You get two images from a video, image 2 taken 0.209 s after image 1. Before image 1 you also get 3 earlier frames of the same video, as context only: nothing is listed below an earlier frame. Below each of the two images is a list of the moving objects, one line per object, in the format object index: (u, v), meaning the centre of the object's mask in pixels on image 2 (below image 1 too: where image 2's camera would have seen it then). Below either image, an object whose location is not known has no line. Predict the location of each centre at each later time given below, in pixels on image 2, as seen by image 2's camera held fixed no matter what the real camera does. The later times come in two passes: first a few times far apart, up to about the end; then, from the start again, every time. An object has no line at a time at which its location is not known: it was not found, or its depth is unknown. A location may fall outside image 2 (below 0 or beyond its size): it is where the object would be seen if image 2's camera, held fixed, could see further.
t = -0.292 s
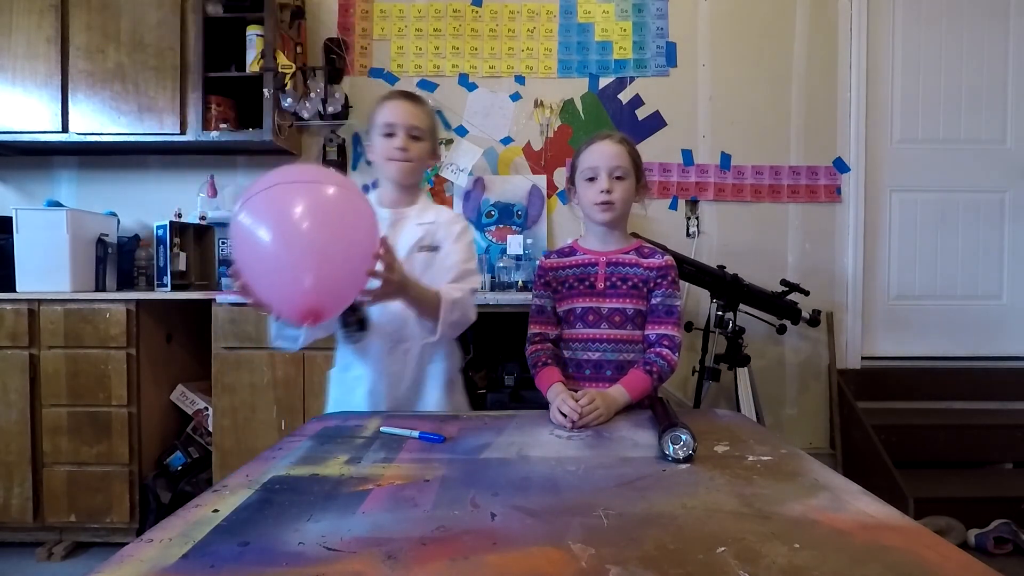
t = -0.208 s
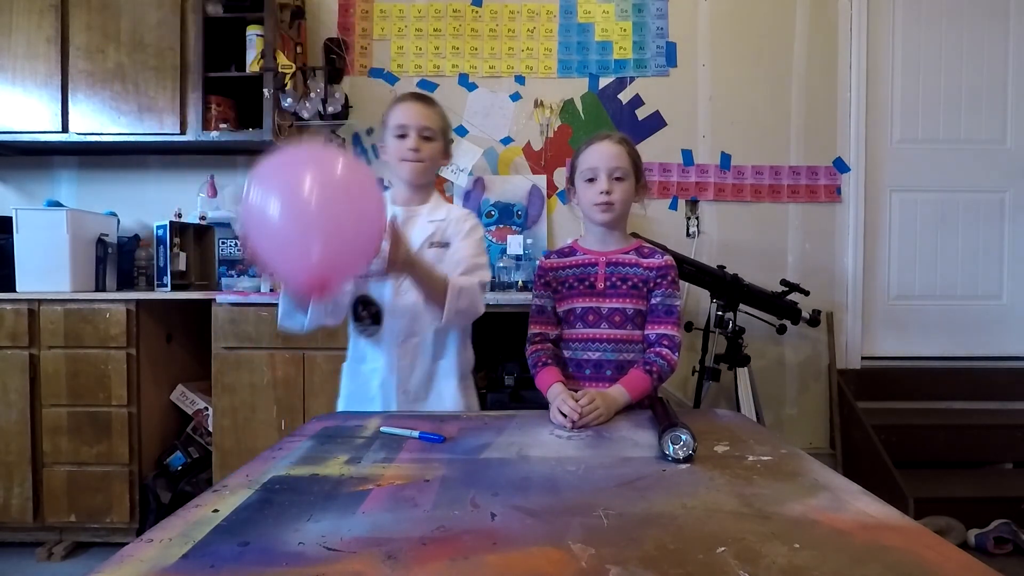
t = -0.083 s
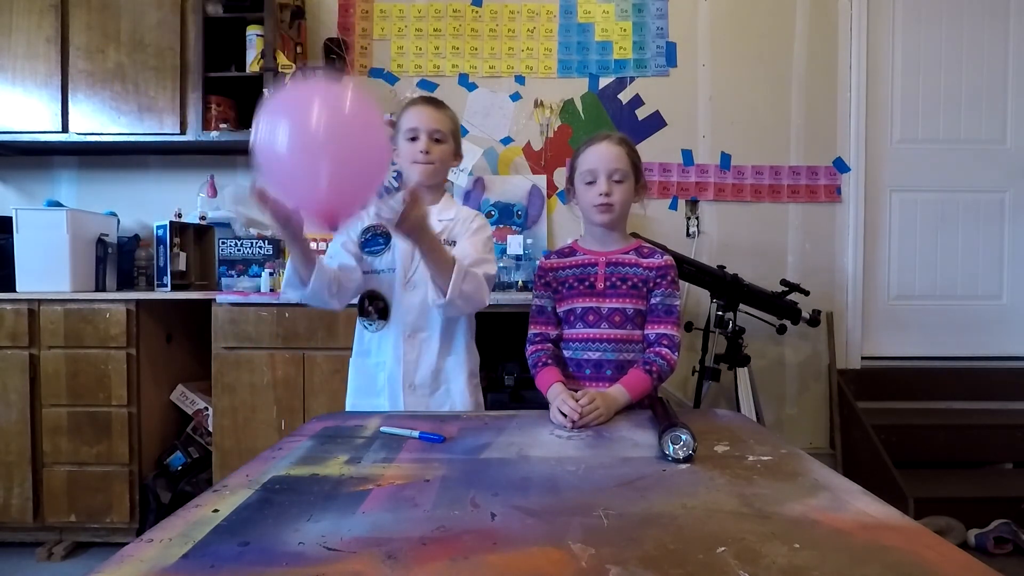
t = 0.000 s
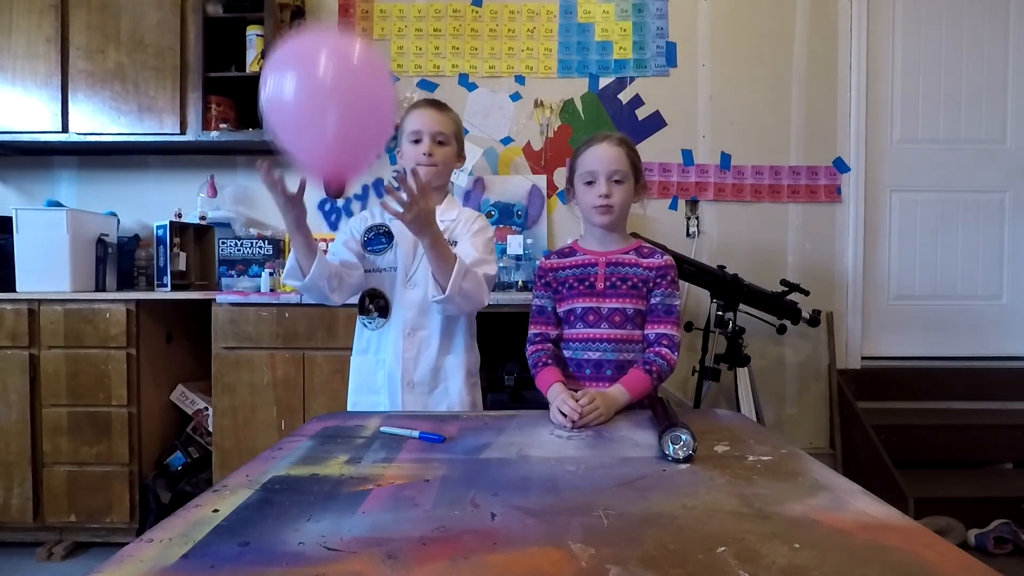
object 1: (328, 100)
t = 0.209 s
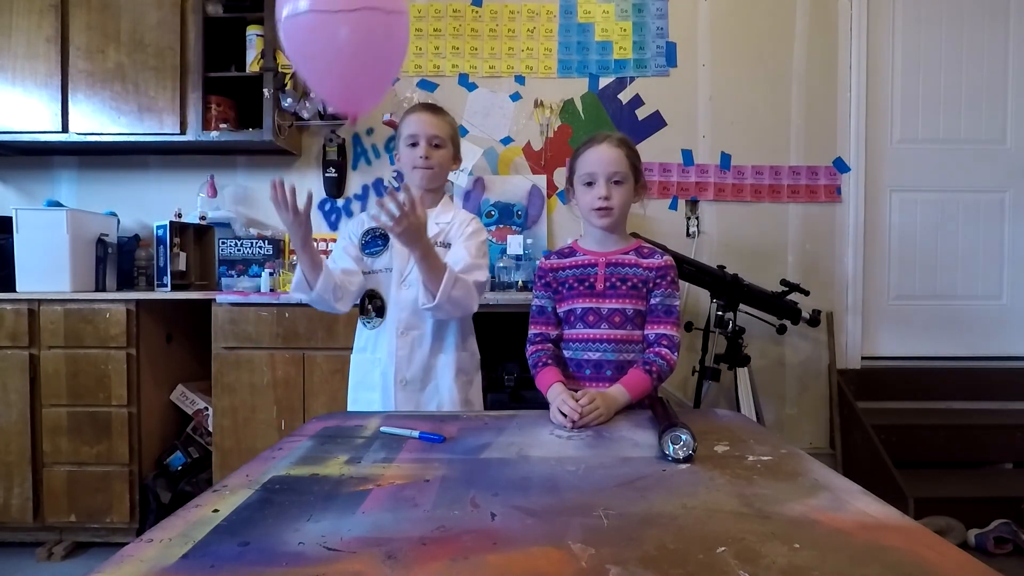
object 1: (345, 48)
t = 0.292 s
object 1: (351, 42)
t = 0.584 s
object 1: (366, 42)
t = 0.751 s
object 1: (371, 63)
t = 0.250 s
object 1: (348, 45)
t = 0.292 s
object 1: (351, 42)
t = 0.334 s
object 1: (354, 40)
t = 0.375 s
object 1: (356, 38)
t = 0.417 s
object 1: (358, 37)
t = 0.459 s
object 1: (361, 38)
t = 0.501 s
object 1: (362, 38)
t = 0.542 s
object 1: (364, 40)
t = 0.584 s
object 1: (366, 42)
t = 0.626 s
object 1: (367, 46)
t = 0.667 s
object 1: (369, 50)
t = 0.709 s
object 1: (370, 55)
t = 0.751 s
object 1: (371, 63)
